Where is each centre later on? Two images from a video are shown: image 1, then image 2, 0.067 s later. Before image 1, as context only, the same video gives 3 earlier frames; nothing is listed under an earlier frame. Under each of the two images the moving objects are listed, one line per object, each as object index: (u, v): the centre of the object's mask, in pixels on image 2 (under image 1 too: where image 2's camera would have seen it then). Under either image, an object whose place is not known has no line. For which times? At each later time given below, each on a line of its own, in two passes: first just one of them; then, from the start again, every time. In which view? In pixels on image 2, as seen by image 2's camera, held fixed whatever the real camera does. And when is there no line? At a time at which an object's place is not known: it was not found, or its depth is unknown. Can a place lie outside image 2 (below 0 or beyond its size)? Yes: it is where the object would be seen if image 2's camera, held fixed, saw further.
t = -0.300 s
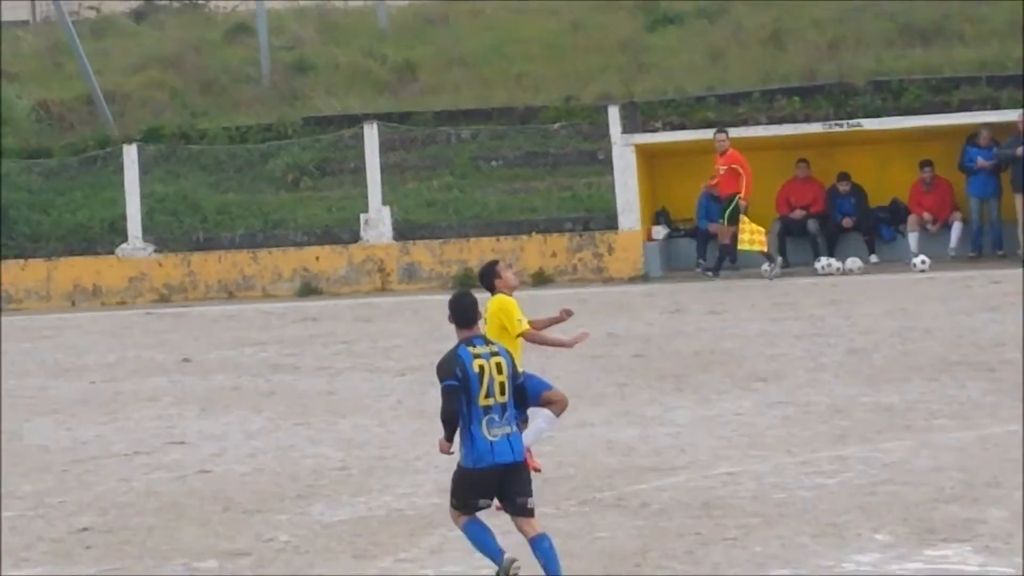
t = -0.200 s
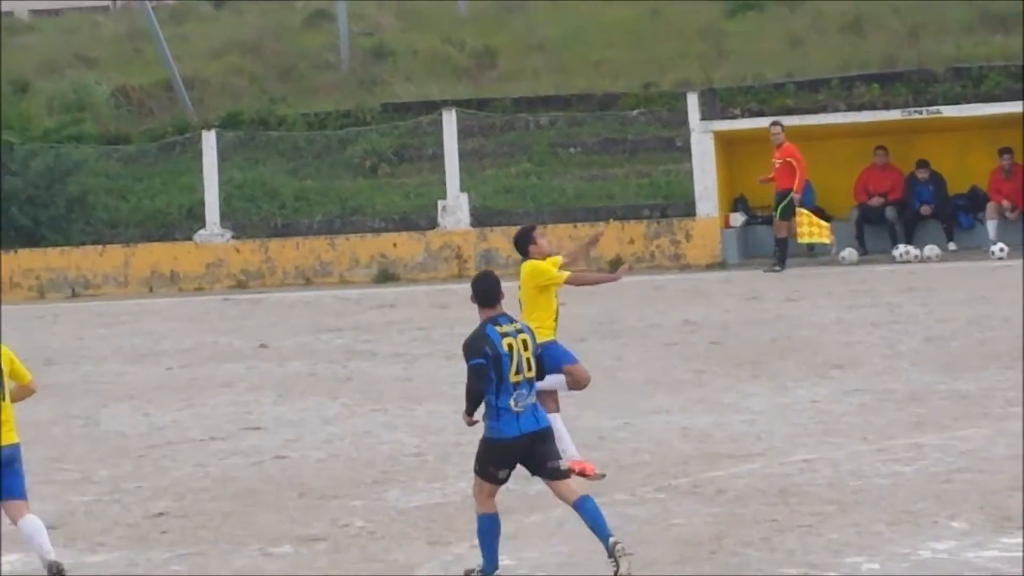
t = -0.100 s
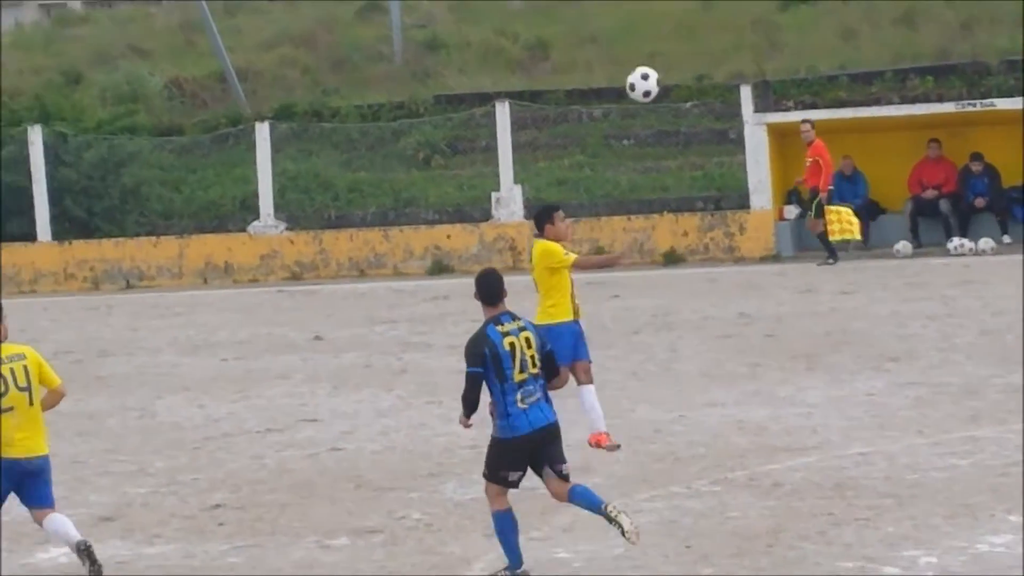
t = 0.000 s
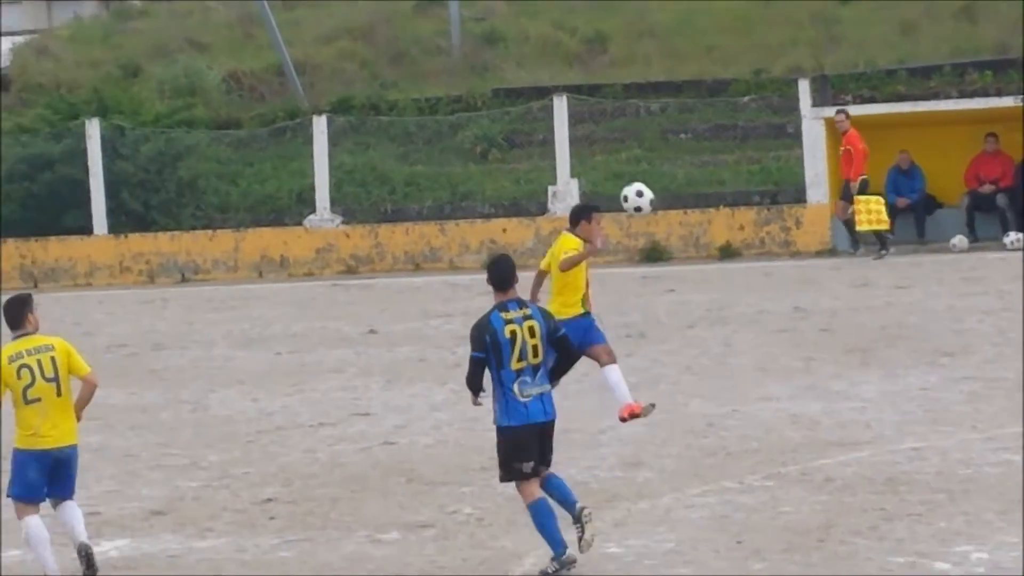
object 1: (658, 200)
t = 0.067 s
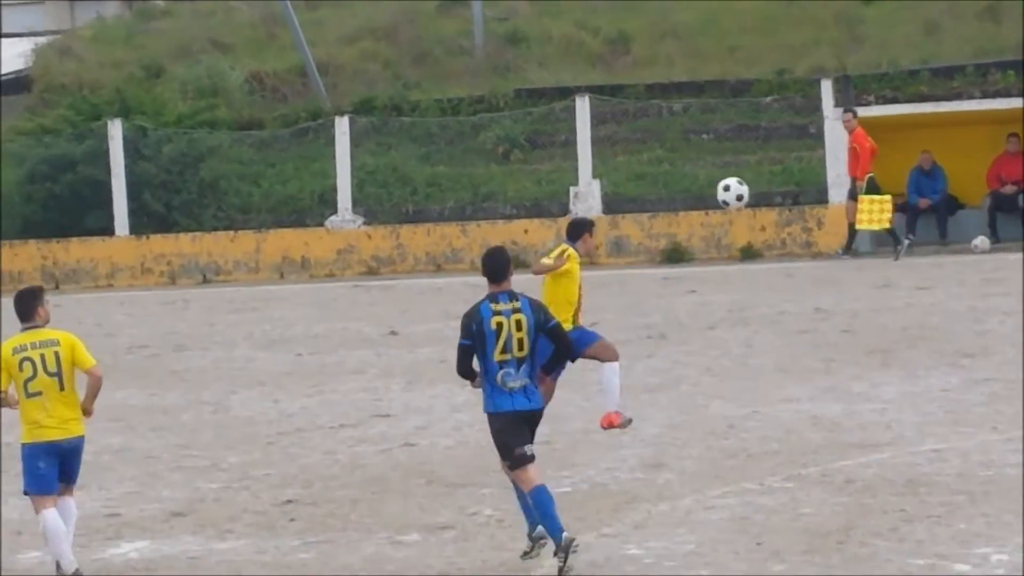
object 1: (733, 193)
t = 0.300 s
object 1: (966, 230)
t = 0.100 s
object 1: (767, 193)
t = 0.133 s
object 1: (802, 195)
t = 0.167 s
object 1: (836, 198)
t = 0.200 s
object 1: (869, 203)
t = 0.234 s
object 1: (902, 211)
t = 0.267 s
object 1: (935, 220)
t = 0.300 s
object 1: (966, 230)
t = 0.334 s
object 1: (1002, 241)
